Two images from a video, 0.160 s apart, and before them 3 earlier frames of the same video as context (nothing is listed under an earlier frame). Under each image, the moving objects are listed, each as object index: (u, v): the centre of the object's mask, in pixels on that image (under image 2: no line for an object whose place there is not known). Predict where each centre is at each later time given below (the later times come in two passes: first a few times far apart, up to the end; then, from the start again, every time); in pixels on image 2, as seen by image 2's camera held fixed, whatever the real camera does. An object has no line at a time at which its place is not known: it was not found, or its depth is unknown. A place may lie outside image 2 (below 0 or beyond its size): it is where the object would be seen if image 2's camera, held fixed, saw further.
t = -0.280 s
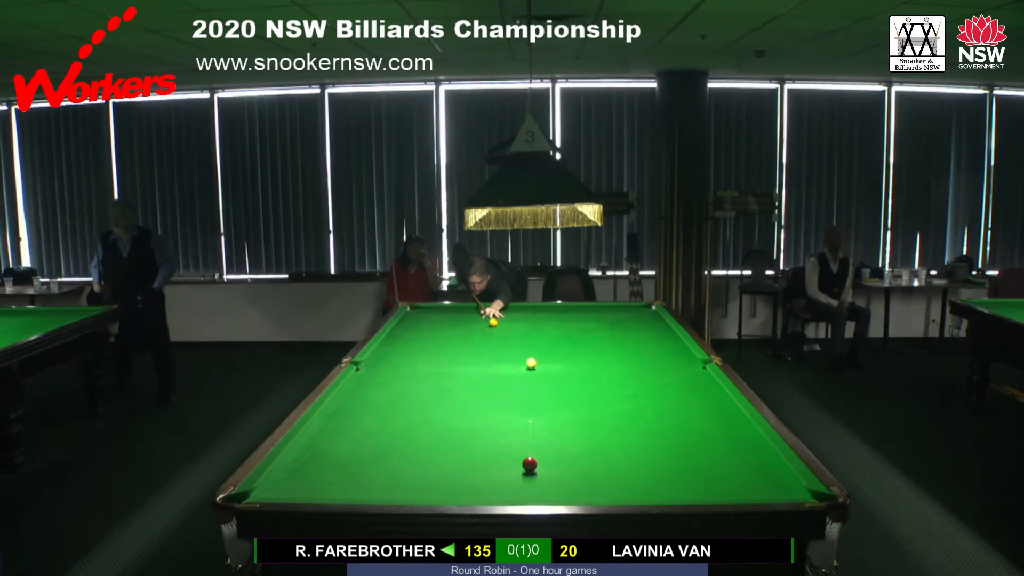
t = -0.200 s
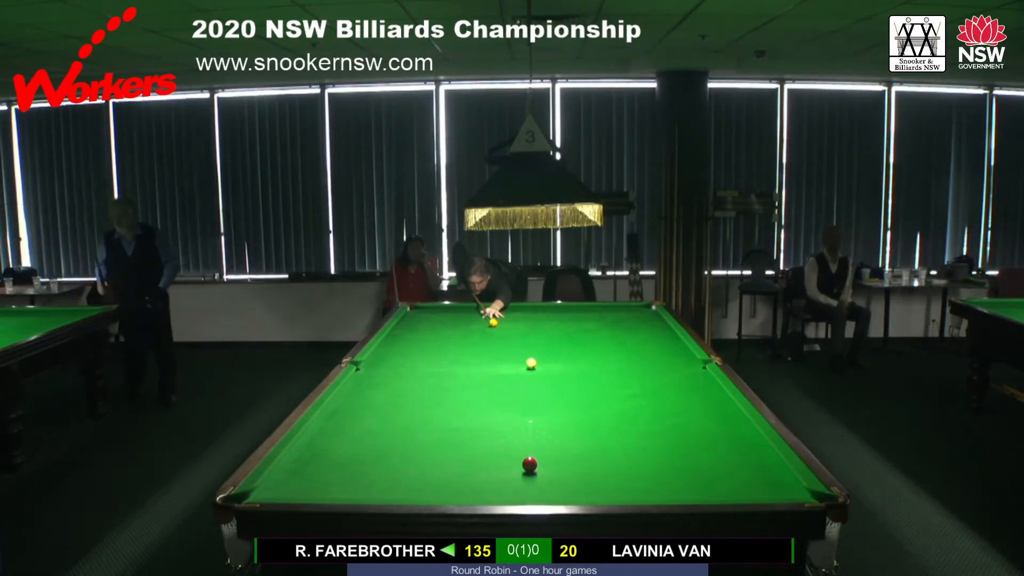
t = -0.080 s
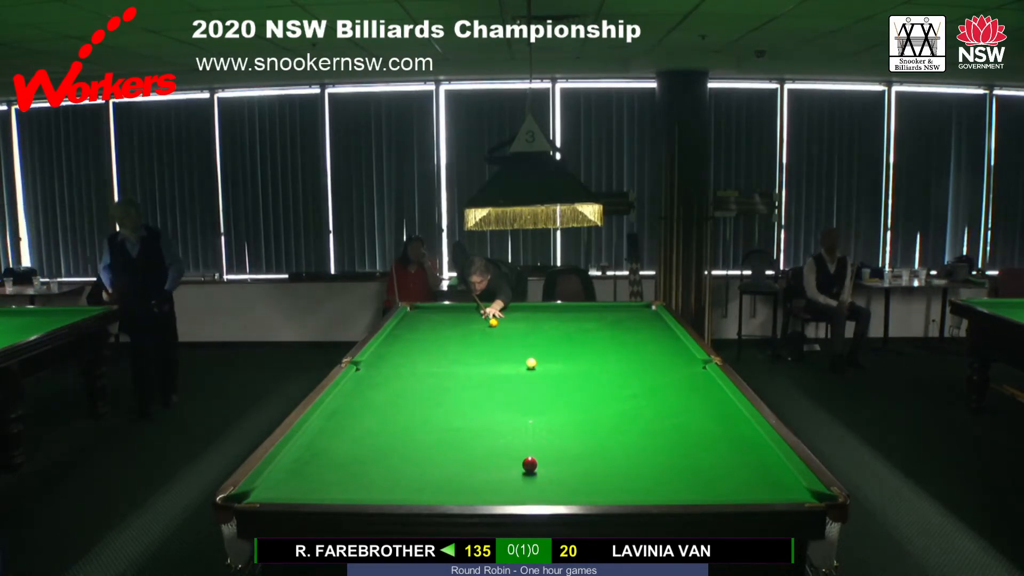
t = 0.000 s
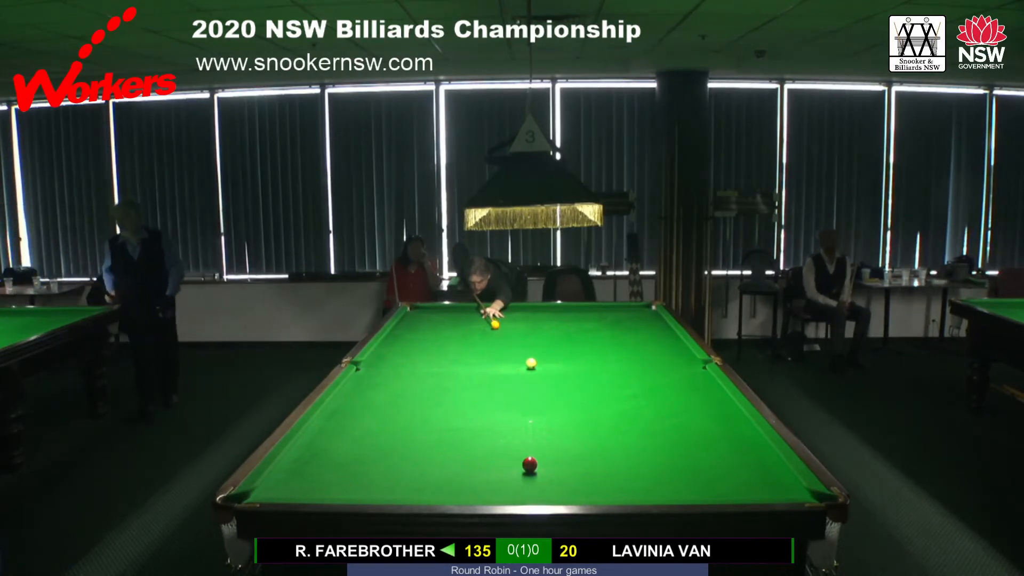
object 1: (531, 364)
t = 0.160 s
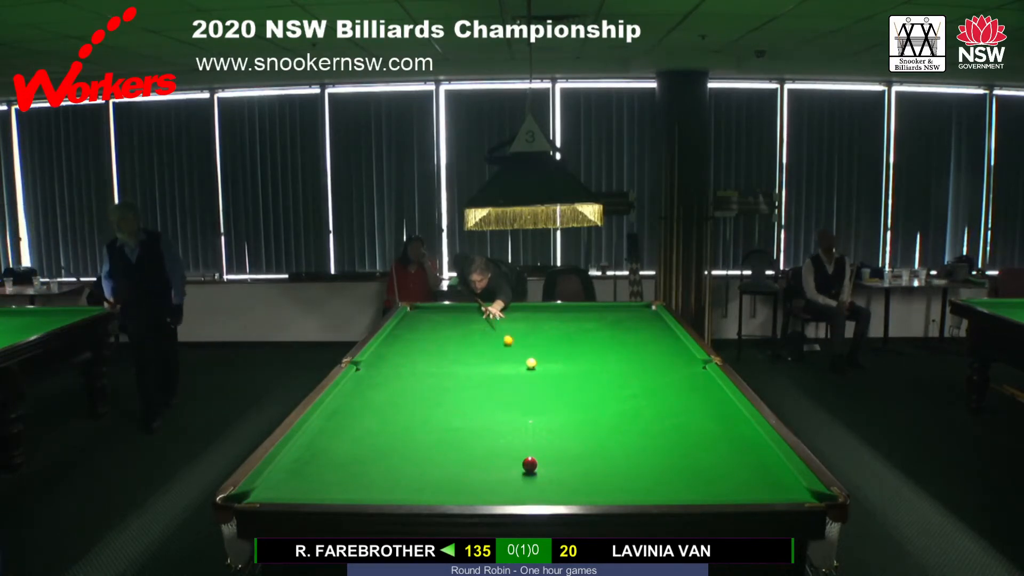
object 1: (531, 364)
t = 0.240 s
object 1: (531, 364)
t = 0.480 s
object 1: (572, 377)
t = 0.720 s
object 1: (635, 397)
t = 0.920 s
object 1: (692, 415)
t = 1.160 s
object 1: (751, 440)
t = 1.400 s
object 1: (725, 462)
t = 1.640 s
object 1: (697, 488)
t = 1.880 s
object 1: (651, 487)
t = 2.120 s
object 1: (602, 470)
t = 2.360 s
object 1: (559, 455)
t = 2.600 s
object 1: (521, 441)
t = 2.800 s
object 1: (493, 432)
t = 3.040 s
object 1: (462, 421)
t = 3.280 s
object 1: (435, 411)
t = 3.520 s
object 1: (410, 403)
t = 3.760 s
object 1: (388, 395)
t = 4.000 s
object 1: (368, 388)
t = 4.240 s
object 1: (351, 382)
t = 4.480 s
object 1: (368, 378)
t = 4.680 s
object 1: (381, 374)
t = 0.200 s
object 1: (531, 364)
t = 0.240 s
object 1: (531, 364)
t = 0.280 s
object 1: (531, 364)
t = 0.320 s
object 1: (531, 364)
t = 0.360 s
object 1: (538, 365)
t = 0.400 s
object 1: (549, 369)
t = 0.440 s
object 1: (560, 373)
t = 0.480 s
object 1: (572, 377)
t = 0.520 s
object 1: (583, 380)
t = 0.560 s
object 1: (593, 384)
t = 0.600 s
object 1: (604, 387)
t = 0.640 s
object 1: (614, 391)
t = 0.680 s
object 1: (625, 394)
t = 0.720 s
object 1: (635, 397)
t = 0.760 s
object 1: (646, 401)
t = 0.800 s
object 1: (657, 404)
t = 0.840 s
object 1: (669, 408)
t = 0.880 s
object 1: (680, 412)
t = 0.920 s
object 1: (692, 415)
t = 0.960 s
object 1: (704, 419)
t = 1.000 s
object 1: (717, 423)
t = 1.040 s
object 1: (730, 427)
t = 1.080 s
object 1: (743, 432)
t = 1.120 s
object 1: (756, 437)
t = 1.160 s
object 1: (751, 440)
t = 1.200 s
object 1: (746, 444)
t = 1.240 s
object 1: (742, 447)
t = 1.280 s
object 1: (738, 451)
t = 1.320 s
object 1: (734, 455)
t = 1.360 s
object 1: (729, 458)
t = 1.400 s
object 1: (725, 462)
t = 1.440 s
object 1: (721, 467)
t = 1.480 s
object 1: (716, 471)
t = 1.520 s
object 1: (712, 475)
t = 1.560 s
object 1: (707, 479)
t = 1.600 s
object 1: (702, 483)
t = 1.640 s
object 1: (697, 488)
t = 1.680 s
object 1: (692, 491)
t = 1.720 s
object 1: (687, 493)
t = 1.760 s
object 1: (678, 493)
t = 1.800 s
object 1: (668, 491)
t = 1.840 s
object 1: (660, 489)
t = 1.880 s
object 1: (651, 487)
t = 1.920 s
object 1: (642, 483)
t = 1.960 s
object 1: (634, 480)
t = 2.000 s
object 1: (626, 478)
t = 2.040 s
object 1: (618, 475)
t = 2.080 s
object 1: (610, 472)
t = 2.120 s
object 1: (602, 470)
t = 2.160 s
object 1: (595, 467)
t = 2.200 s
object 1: (587, 464)
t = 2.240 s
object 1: (580, 462)
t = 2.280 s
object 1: (573, 459)
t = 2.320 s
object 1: (566, 457)
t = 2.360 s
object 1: (559, 455)
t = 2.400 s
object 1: (553, 452)
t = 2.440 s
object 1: (546, 450)
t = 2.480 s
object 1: (540, 448)
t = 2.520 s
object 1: (533, 446)
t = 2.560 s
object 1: (527, 444)
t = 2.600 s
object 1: (521, 441)
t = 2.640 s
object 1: (515, 440)
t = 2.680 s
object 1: (509, 438)
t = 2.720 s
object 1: (504, 435)
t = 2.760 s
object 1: (498, 433)
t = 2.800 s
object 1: (493, 432)
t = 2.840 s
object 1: (487, 430)
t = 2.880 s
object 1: (482, 428)
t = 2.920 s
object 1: (477, 426)
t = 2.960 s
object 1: (472, 424)
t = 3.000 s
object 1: (467, 423)
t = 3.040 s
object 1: (462, 421)
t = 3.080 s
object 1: (457, 419)
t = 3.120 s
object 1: (453, 418)
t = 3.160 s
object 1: (448, 416)
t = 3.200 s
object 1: (443, 415)
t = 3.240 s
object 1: (439, 413)
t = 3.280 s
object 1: (435, 411)
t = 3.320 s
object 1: (431, 410)
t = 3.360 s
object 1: (426, 408)
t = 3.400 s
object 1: (422, 407)
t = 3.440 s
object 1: (418, 405)
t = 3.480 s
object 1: (414, 404)
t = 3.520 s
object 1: (410, 403)
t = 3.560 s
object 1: (406, 401)
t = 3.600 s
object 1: (403, 400)
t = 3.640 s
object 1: (399, 399)
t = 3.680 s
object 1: (395, 398)
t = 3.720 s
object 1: (392, 396)
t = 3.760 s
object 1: (388, 395)
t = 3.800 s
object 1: (385, 394)
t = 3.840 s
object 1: (381, 392)
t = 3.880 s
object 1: (378, 392)
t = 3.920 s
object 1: (375, 391)
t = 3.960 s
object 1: (371, 389)
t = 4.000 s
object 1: (368, 388)
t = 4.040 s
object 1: (365, 387)
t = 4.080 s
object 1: (362, 386)
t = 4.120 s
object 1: (359, 385)
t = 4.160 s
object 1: (356, 384)
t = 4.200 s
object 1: (353, 383)
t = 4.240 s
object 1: (351, 382)
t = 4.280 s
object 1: (354, 381)
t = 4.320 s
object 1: (357, 381)
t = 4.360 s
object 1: (360, 380)
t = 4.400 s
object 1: (363, 379)
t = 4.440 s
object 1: (365, 378)
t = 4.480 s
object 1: (368, 378)
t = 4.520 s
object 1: (371, 377)
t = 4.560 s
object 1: (374, 377)
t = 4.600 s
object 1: (376, 376)
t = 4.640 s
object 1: (379, 375)
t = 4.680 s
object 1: (381, 374)
